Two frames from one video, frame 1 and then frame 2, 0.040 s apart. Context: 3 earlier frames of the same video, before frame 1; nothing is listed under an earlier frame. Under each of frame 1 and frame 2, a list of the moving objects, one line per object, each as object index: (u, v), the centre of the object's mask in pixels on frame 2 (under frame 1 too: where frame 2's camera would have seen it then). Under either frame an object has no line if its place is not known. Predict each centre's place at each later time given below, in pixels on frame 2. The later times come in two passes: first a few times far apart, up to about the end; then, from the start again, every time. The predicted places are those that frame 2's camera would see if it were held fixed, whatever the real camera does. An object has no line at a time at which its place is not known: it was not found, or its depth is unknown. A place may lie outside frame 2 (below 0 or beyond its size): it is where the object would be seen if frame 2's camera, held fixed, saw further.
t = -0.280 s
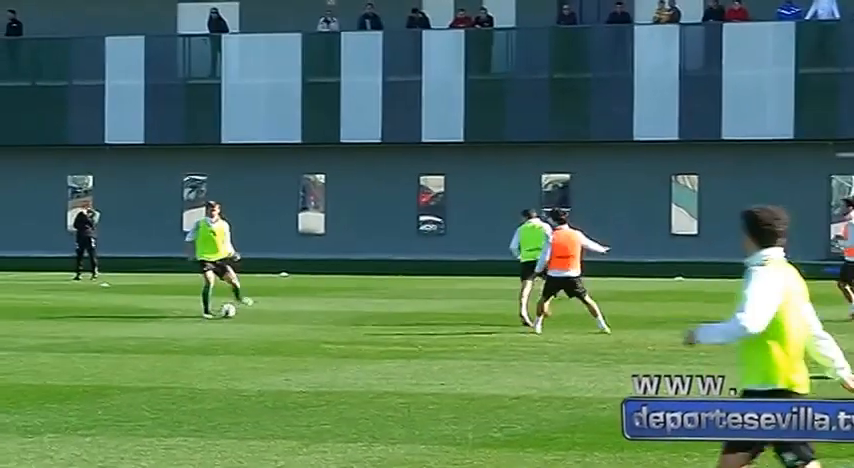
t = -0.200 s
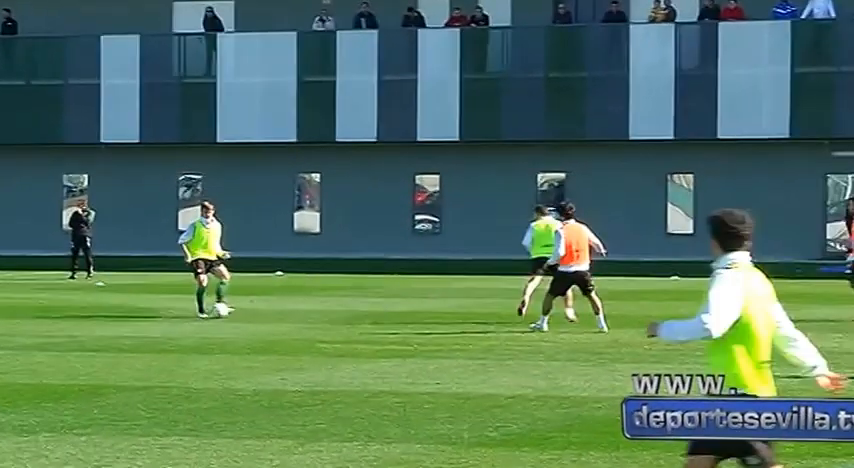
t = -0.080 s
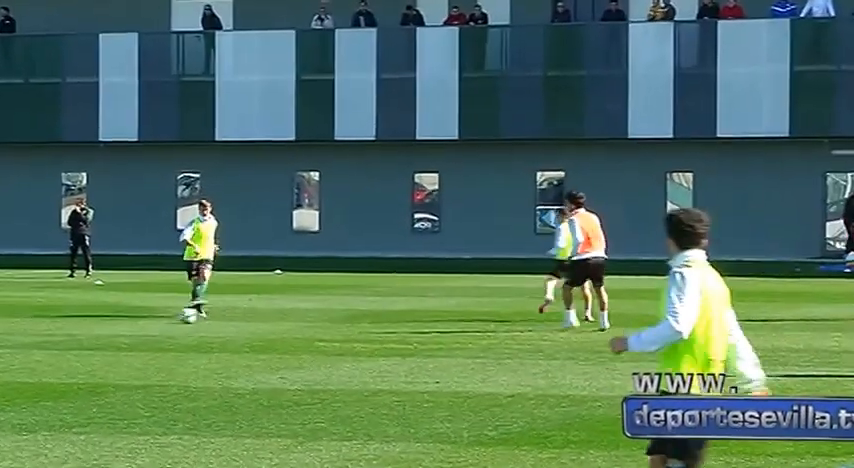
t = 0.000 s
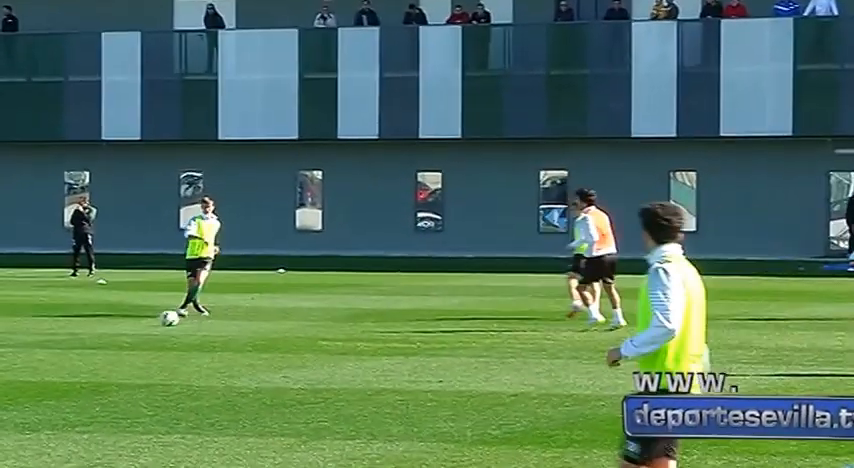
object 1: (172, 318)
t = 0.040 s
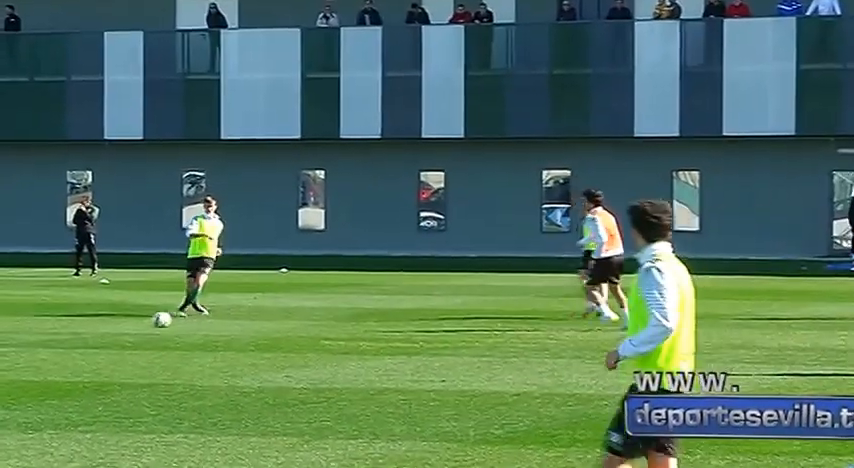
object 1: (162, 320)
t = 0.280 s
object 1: (99, 331)
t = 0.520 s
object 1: (32, 347)
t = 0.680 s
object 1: (-12, 351)
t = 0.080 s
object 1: (152, 321)
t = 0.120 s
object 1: (140, 324)
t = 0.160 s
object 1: (130, 326)
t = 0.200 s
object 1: (118, 328)
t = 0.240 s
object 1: (109, 329)
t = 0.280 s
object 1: (99, 331)
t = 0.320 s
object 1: (88, 335)
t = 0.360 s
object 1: (77, 337)
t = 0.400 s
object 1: (65, 338)
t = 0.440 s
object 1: (54, 340)
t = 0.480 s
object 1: (44, 342)
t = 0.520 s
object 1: (32, 347)
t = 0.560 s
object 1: (21, 346)
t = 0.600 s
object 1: (11, 346)
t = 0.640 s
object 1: (-1, 347)
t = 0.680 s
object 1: (-12, 351)
